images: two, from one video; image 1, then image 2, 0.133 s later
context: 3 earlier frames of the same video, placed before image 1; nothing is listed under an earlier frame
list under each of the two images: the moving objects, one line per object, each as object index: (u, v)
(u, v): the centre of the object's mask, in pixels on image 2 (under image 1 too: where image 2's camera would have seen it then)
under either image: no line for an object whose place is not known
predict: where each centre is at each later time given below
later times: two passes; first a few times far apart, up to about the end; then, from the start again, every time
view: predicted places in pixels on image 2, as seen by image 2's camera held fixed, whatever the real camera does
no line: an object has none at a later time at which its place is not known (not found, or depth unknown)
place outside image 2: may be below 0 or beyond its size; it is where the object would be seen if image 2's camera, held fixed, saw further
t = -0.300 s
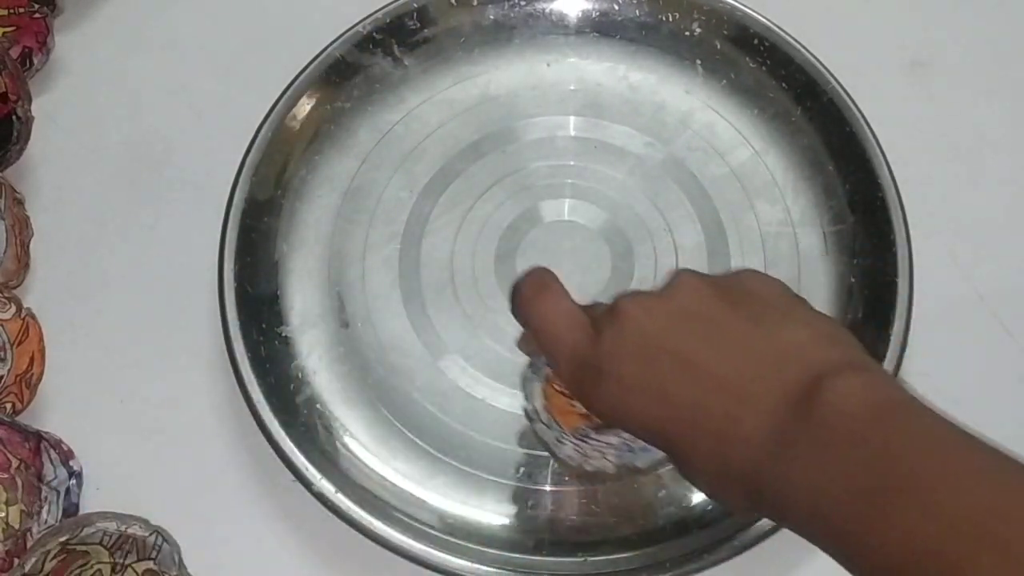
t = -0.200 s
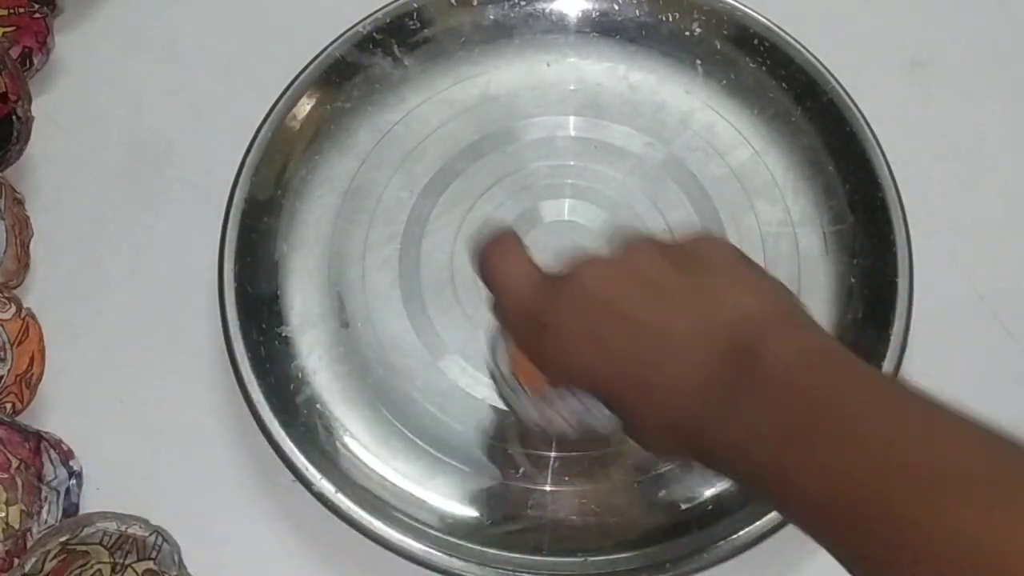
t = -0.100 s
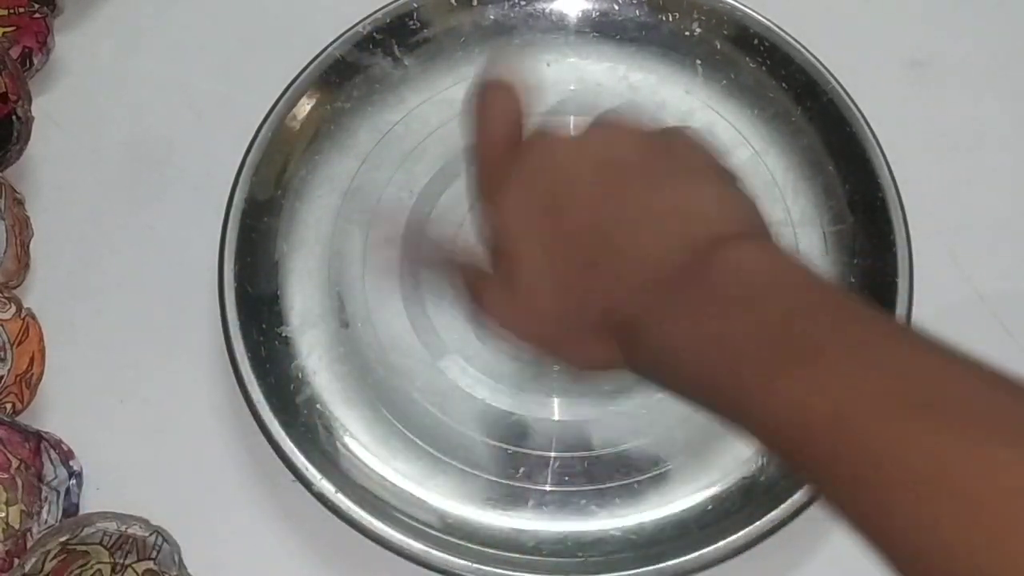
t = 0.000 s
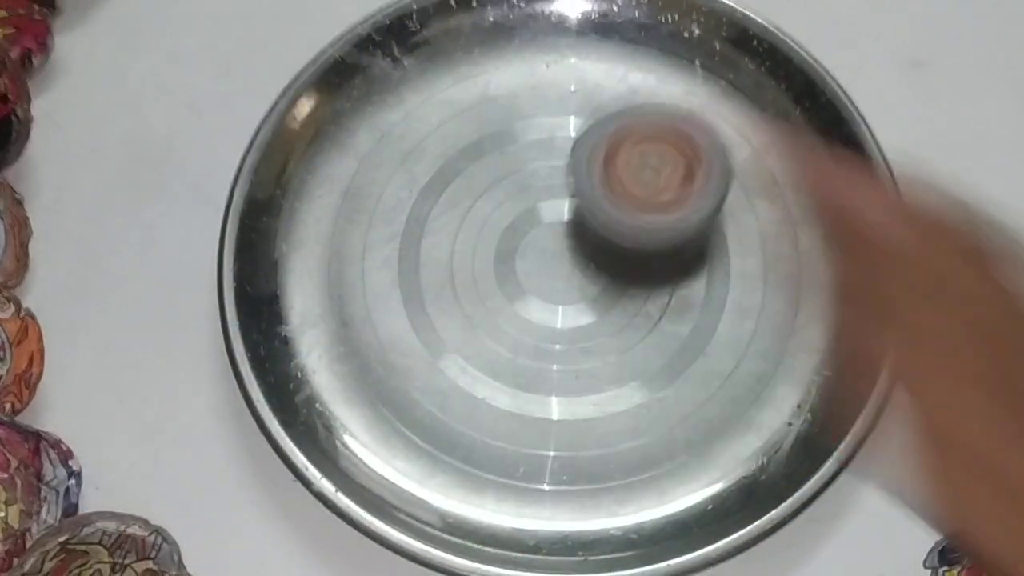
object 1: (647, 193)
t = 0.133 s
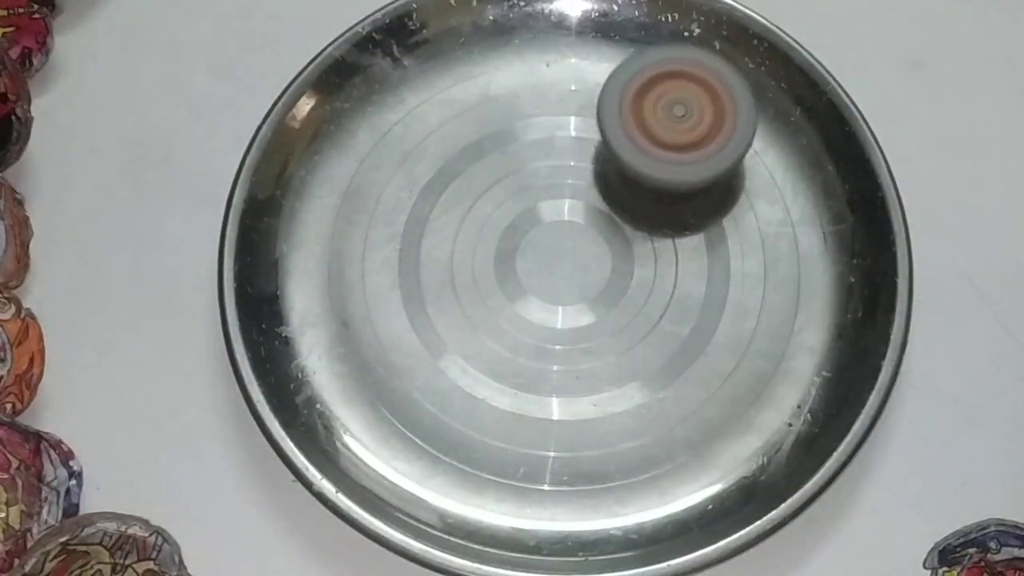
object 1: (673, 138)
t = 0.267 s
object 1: (676, 119)
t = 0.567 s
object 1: (687, 87)
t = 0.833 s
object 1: (679, 78)
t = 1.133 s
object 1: (662, 82)
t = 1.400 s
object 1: (668, 86)
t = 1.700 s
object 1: (669, 108)
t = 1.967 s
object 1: (629, 125)
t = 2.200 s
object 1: (595, 138)
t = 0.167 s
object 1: (675, 132)
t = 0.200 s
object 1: (677, 127)
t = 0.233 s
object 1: (677, 122)
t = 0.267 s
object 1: (676, 119)
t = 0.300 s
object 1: (675, 116)
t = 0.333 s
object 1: (675, 112)
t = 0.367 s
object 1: (675, 107)
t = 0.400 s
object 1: (676, 104)
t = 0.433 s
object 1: (677, 100)
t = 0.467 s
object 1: (679, 96)
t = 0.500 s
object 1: (682, 92)
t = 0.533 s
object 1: (685, 89)
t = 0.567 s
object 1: (687, 87)
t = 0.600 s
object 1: (689, 85)
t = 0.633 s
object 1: (691, 83)
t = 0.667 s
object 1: (690, 83)
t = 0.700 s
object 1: (690, 82)
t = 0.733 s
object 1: (689, 81)
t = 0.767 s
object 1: (686, 80)
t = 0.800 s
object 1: (683, 79)
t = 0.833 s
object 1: (679, 78)
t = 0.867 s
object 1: (676, 78)
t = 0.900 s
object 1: (672, 78)
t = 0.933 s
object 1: (668, 78)
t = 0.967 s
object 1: (664, 79)
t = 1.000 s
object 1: (663, 79)
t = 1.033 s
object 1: (662, 81)
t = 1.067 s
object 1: (662, 82)
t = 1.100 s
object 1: (662, 82)
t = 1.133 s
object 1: (662, 82)
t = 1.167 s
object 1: (663, 82)
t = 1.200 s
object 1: (664, 82)
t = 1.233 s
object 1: (664, 82)
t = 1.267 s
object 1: (665, 83)
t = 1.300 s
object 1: (665, 83)
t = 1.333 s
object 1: (665, 84)
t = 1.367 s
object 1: (667, 85)
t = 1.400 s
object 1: (668, 86)
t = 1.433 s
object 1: (669, 88)
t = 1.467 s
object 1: (670, 90)
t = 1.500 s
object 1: (671, 93)
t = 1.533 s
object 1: (671, 96)
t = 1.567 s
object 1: (671, 98)
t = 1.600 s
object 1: (671, 101)
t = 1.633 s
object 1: (671, 102)
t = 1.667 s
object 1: (671, 105)
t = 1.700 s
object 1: (669, 108)
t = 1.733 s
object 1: (667, 111)
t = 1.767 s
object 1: (662, 116)
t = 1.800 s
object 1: (656, 119)
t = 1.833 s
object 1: (650, 120)
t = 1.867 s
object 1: (645, 121)
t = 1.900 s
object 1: (640, 122)
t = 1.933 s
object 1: (635, 123)
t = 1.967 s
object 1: (629, 125)
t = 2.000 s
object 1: (625, 127)
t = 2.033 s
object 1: (619, 132)
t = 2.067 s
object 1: (614, 133)
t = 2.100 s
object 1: (609, 135)
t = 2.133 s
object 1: (604, 137)
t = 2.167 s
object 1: (599, 137)
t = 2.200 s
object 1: (595, 138)
